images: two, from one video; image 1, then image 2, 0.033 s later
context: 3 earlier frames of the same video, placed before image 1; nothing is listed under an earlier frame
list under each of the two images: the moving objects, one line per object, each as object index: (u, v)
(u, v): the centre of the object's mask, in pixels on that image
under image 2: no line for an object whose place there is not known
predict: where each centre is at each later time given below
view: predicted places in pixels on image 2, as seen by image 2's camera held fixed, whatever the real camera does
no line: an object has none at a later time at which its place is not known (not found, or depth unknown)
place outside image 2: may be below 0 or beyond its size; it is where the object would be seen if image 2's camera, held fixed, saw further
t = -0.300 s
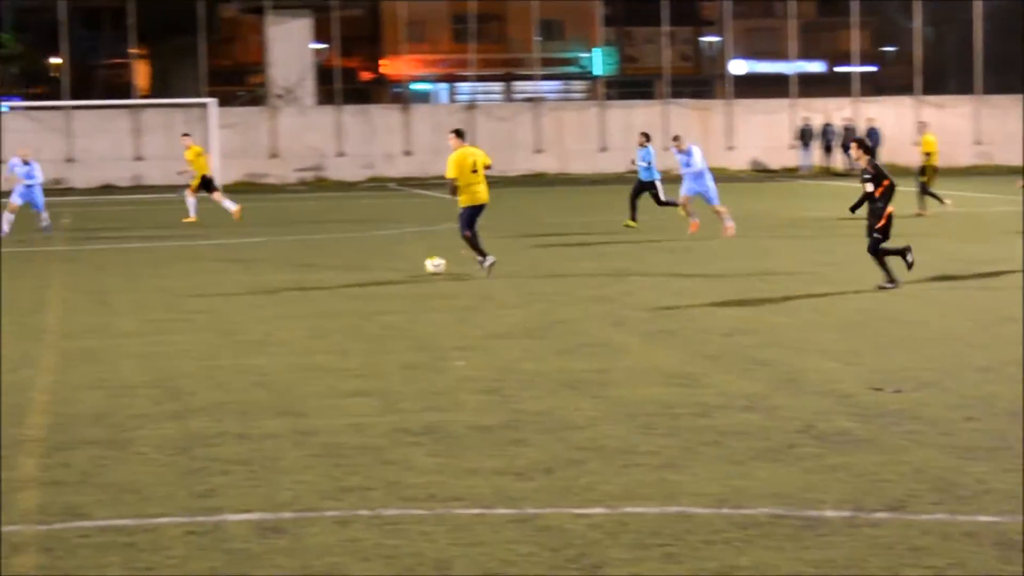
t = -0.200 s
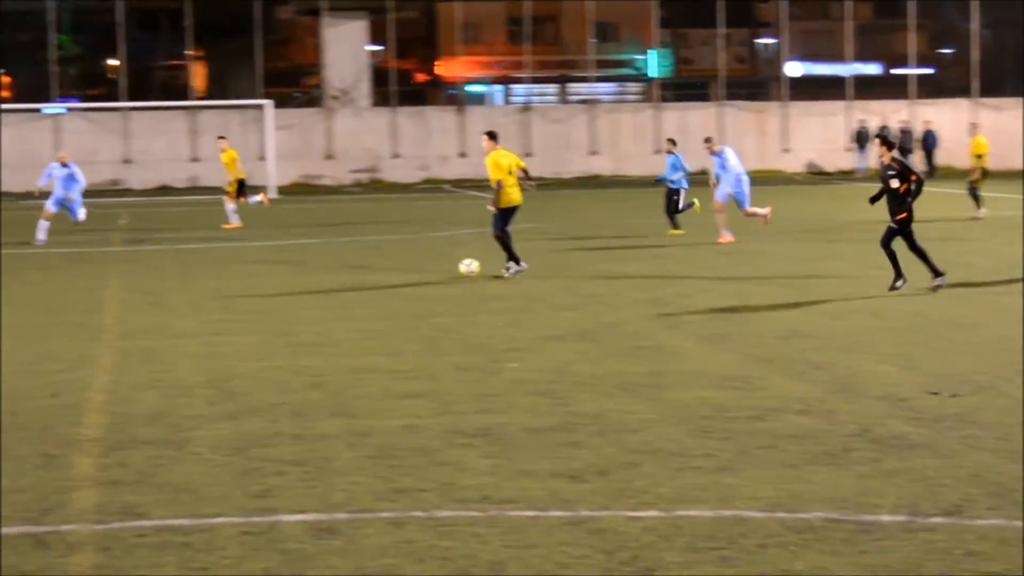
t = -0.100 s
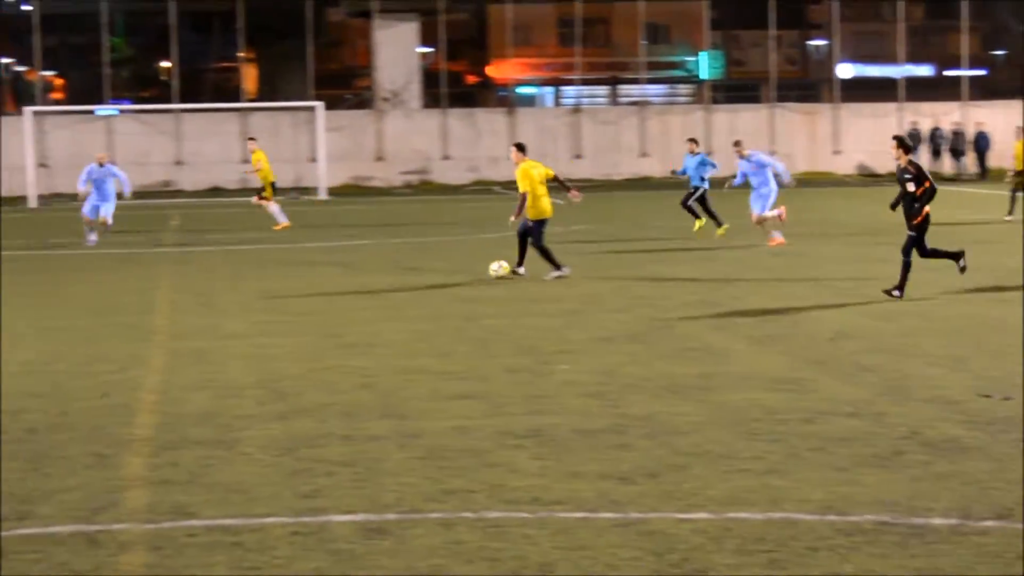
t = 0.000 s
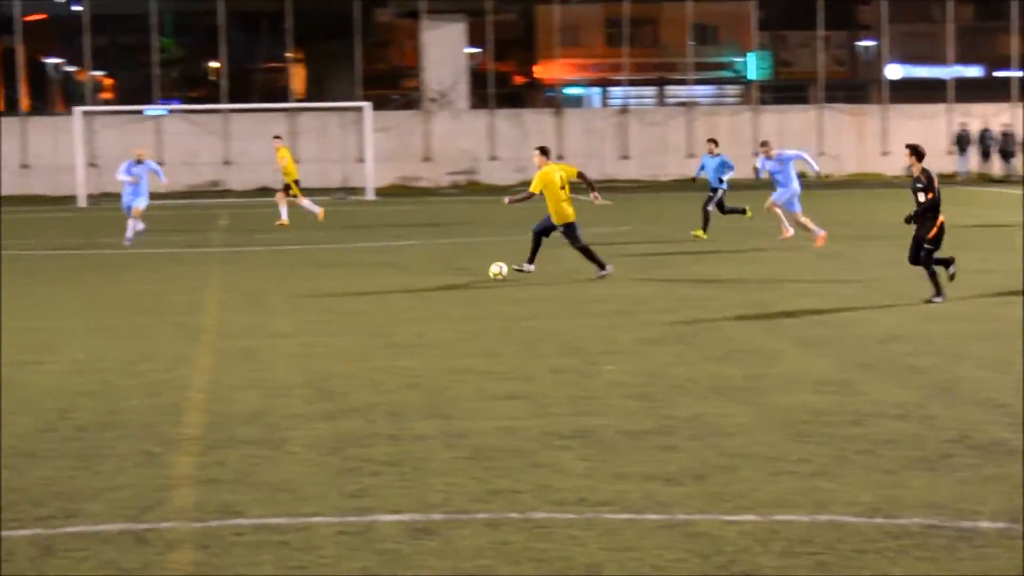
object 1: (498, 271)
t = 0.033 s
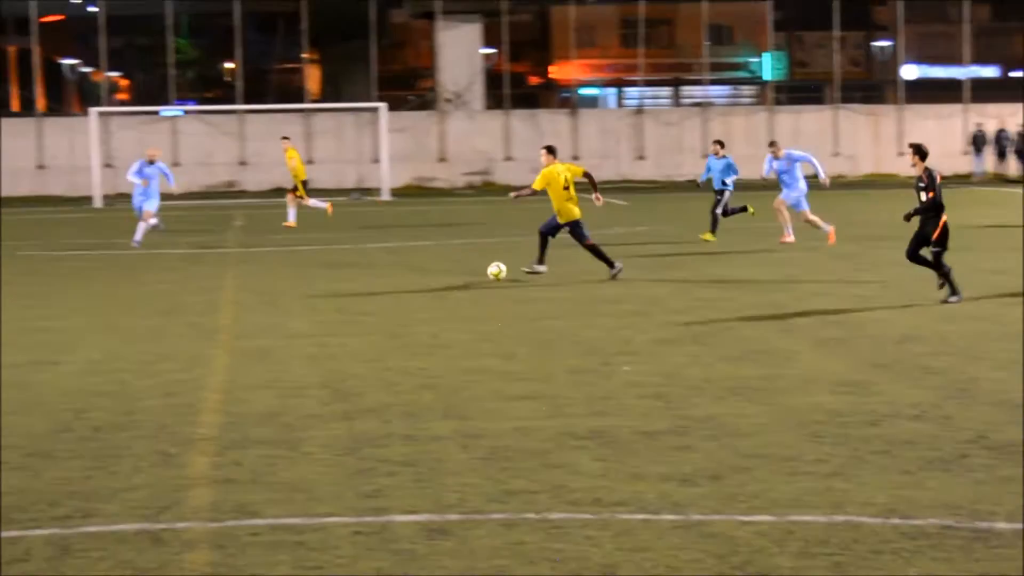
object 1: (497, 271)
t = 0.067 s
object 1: (483, 271)
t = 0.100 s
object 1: (470, 271)
